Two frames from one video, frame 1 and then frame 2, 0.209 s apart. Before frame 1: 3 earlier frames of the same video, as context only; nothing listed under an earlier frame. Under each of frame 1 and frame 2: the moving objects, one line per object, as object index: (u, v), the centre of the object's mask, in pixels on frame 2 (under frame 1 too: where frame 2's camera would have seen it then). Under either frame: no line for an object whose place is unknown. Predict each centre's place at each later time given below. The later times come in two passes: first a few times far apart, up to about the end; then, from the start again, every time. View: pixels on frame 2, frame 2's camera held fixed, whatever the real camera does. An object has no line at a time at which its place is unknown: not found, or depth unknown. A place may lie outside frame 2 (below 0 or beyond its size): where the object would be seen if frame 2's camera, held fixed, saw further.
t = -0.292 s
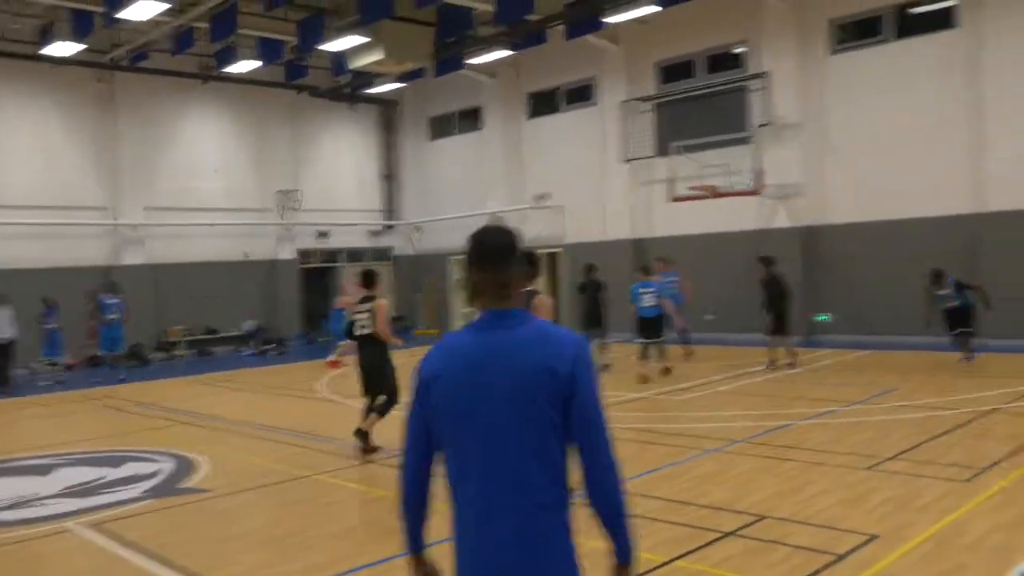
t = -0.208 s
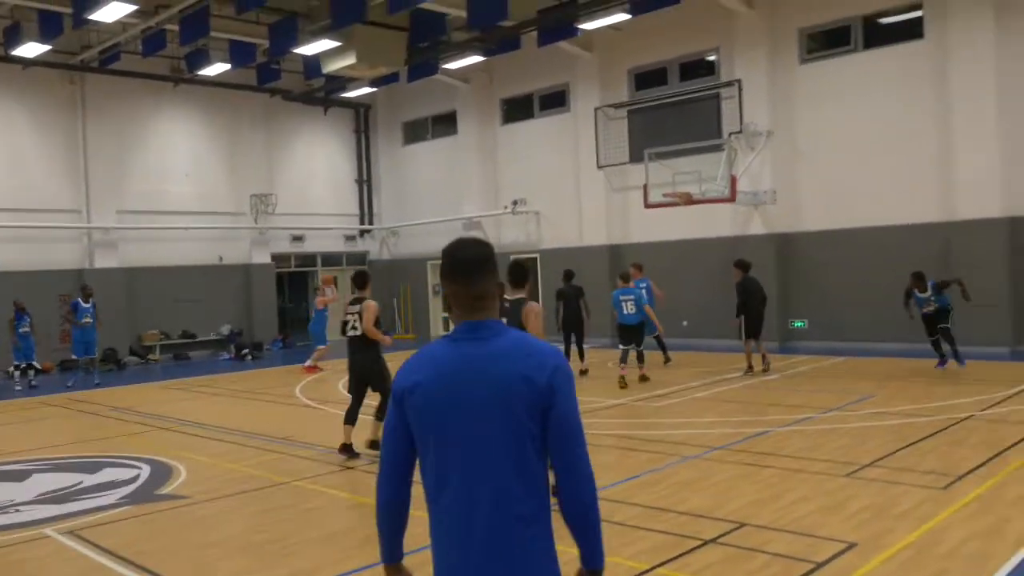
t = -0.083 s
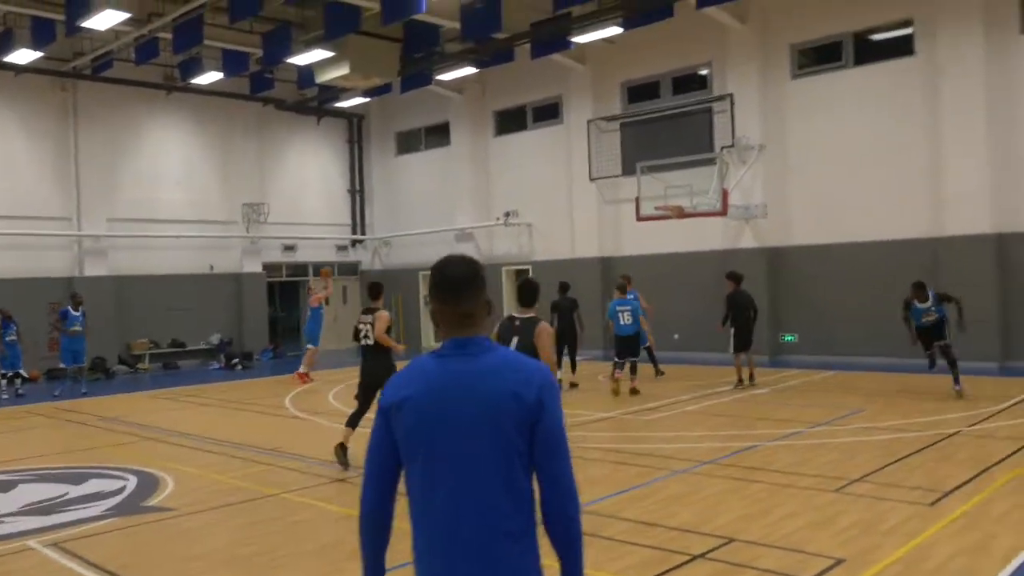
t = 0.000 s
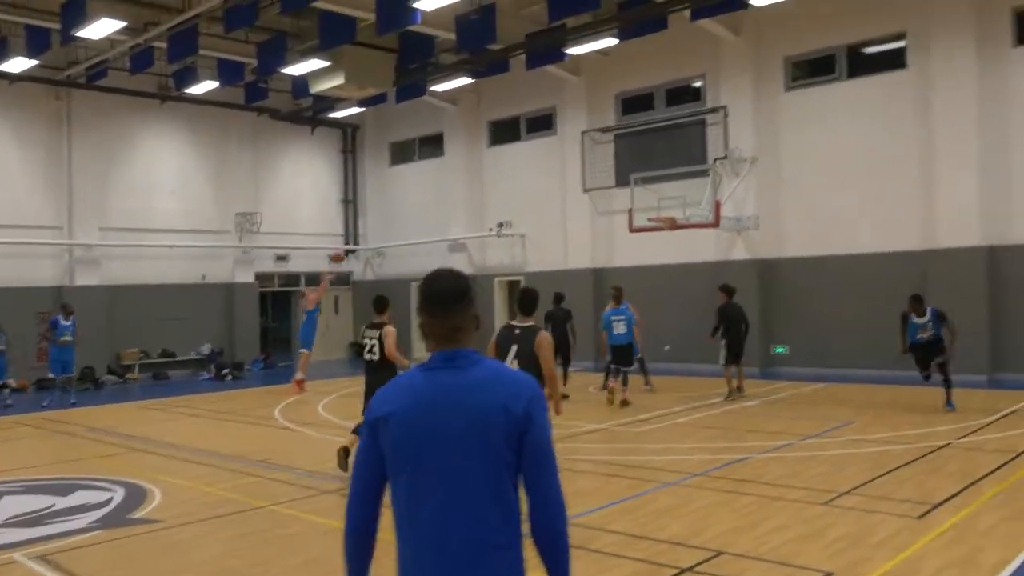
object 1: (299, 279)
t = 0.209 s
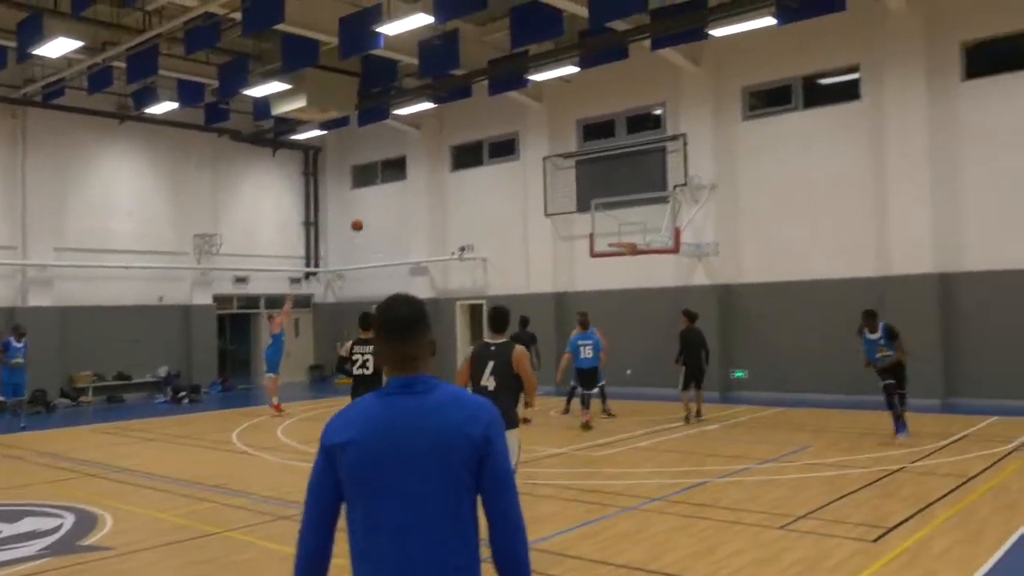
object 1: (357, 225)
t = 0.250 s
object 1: (368, 217)
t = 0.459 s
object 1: (426, 189)
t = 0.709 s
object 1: (497, 182)
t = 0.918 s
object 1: (558, 202)
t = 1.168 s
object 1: (624, 251)
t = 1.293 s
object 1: (620, 253)
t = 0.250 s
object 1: (368, 217)
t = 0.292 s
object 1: (379, 210)
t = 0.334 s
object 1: (390, 203)
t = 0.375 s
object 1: (402, 198)
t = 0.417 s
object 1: (414, 193)
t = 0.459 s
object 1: (426, 189)
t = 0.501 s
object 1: (438, 185)
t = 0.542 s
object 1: (450, 183)
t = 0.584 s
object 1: (461, 182)
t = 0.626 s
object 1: (473, 181)
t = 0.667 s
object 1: (485, 181)
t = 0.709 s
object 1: (497, 182)
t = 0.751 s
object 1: (509, 185)
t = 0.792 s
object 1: (521, 188)
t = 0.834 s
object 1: (534, 191)
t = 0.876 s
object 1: (546, 197)
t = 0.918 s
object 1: (558, 202)
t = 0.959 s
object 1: (570, 209)
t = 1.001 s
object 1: (582, 216)
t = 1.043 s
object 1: (596, 225)
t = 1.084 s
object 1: (609, 235)
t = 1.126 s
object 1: (620, 242)
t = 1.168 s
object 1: (624, 251)
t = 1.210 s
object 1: (624, 252)
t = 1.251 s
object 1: (626, 251)
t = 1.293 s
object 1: (620, 253)
